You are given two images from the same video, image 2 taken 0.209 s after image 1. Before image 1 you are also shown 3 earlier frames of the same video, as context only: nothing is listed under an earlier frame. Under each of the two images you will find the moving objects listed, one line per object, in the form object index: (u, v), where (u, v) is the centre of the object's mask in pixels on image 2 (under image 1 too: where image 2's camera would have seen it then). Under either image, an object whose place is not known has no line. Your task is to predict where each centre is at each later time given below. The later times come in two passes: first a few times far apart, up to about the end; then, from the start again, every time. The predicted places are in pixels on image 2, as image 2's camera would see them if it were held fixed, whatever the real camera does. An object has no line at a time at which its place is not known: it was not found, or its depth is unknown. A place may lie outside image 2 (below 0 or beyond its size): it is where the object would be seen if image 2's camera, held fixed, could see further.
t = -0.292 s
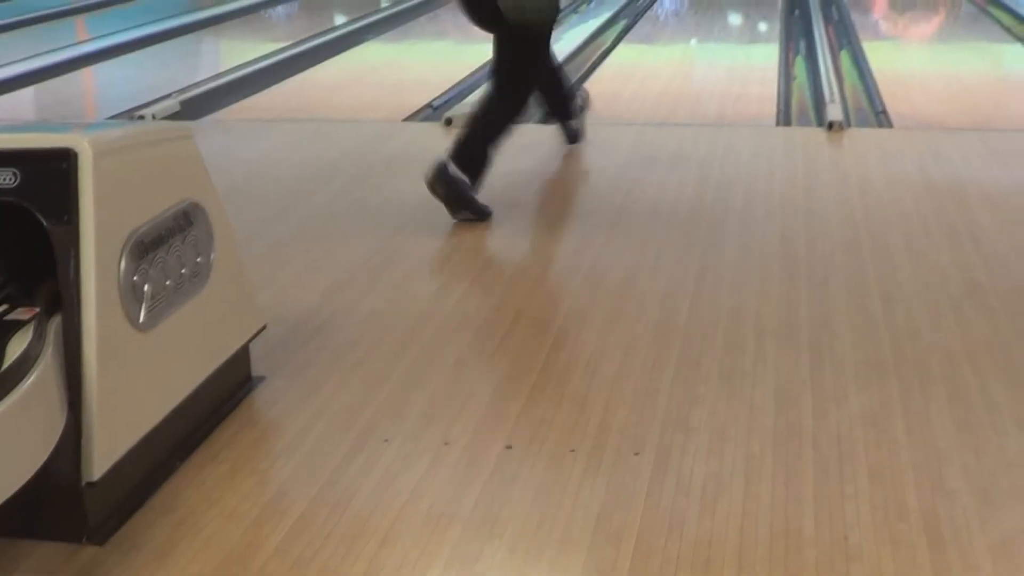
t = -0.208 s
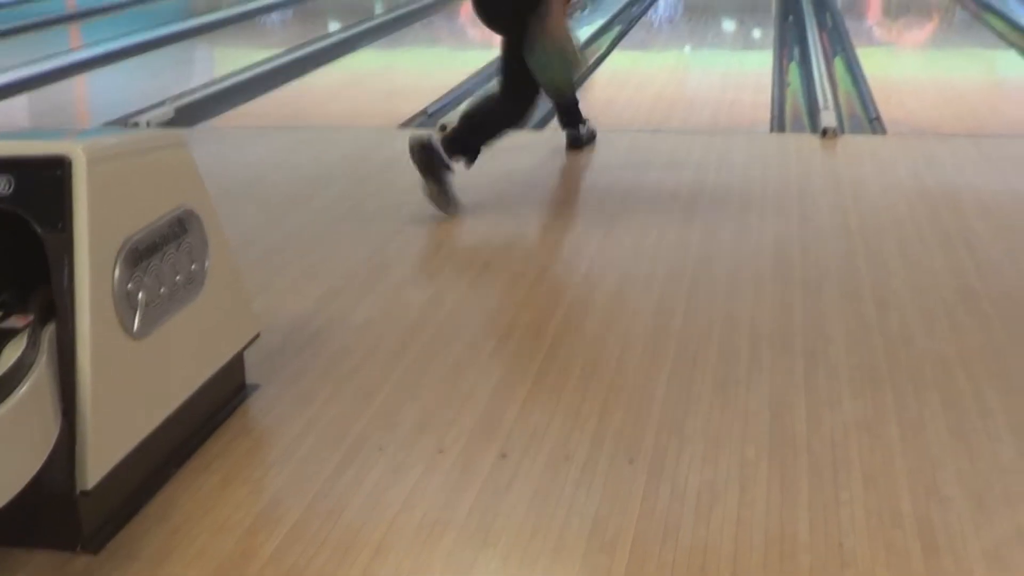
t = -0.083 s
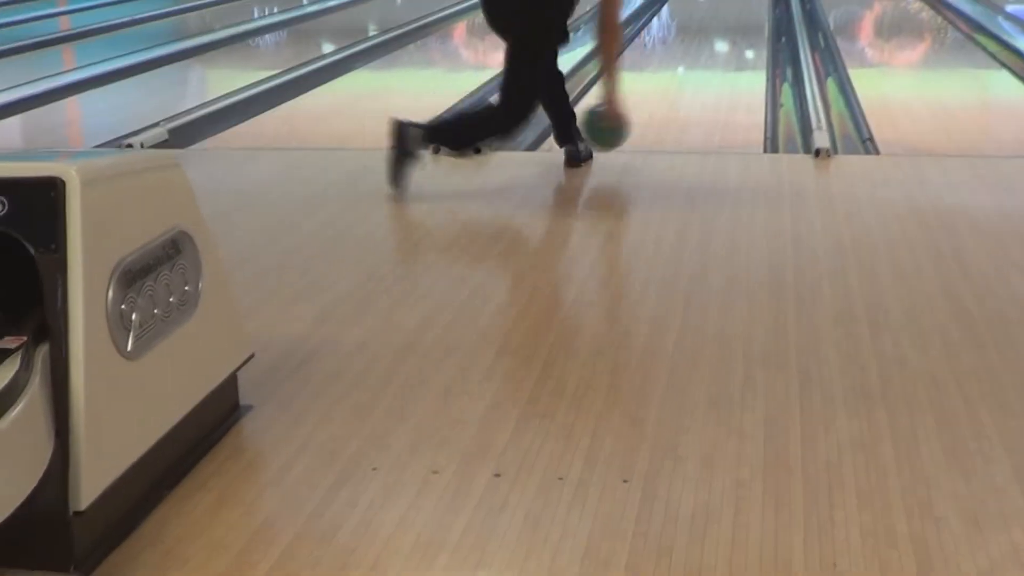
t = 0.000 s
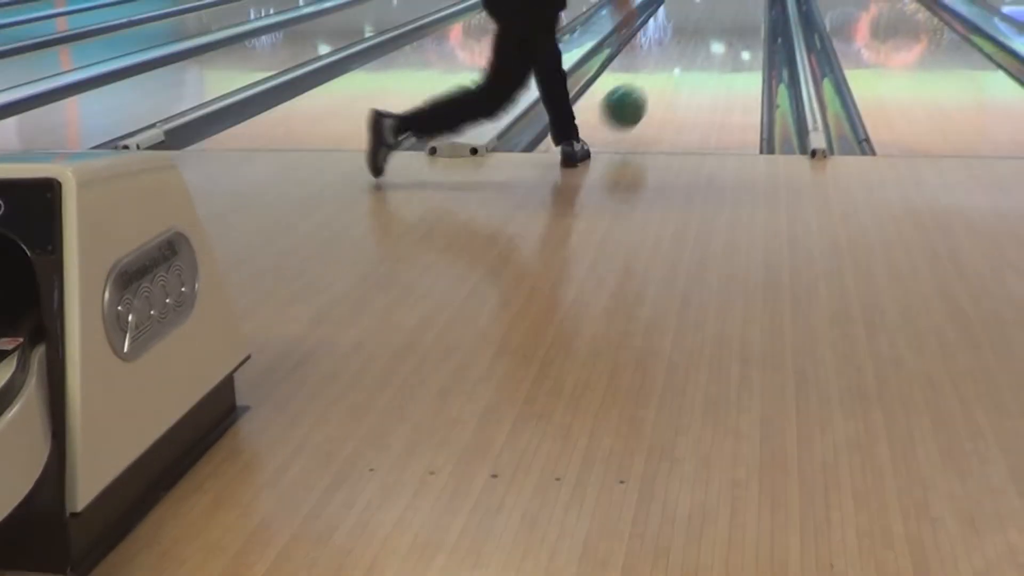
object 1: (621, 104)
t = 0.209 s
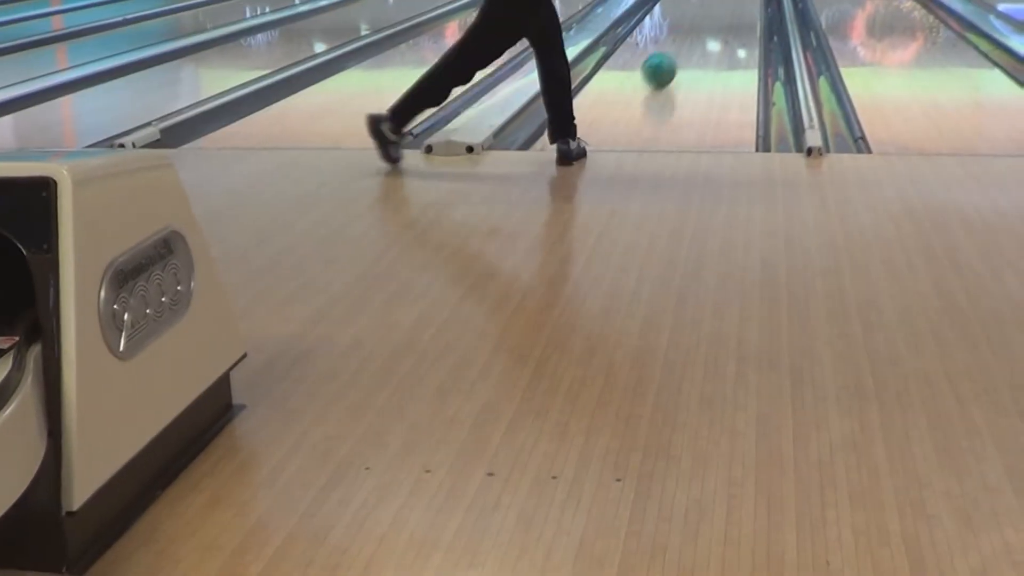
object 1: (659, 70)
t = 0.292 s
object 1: (672, 55)
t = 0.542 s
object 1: (697, 24)
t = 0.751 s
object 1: (711, 8)
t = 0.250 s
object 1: (666, 62)
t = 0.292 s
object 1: (672, 55)
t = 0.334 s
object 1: (677, 49)
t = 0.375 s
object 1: (681, 43)
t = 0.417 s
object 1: (685, 38)
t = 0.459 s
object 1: (690, 33)
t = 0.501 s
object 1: (694, 27)
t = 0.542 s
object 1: (697, 24)
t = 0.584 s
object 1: (700, 19)
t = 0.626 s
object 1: (703, 15)
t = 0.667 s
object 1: (706, 12)
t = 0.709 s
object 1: (709, 10)
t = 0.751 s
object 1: (711, 8)
